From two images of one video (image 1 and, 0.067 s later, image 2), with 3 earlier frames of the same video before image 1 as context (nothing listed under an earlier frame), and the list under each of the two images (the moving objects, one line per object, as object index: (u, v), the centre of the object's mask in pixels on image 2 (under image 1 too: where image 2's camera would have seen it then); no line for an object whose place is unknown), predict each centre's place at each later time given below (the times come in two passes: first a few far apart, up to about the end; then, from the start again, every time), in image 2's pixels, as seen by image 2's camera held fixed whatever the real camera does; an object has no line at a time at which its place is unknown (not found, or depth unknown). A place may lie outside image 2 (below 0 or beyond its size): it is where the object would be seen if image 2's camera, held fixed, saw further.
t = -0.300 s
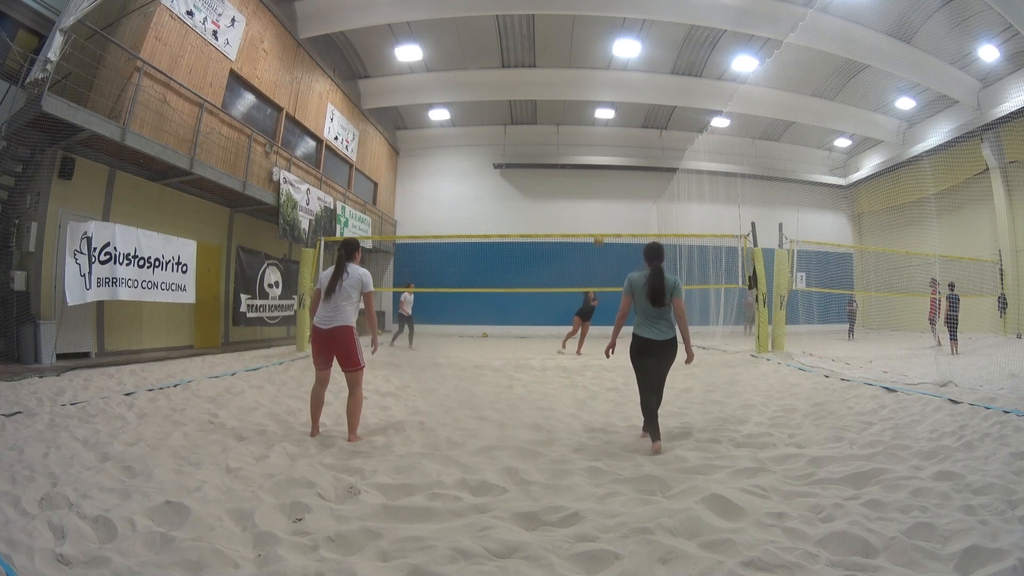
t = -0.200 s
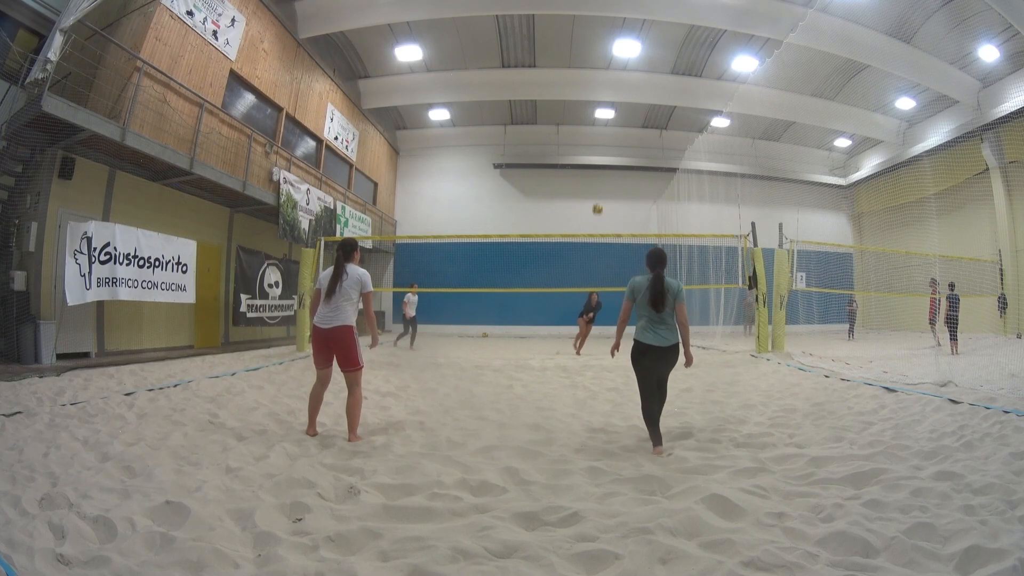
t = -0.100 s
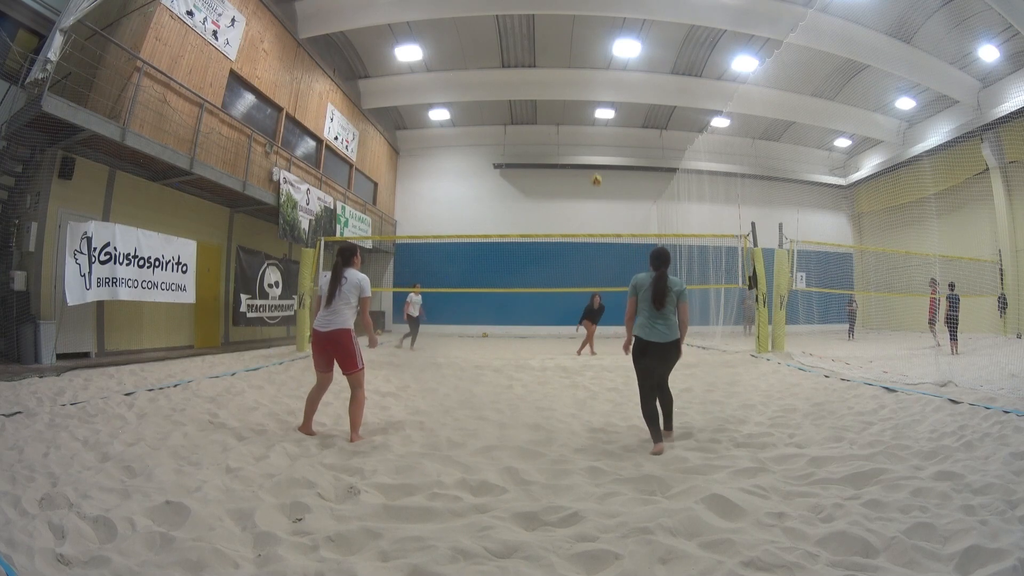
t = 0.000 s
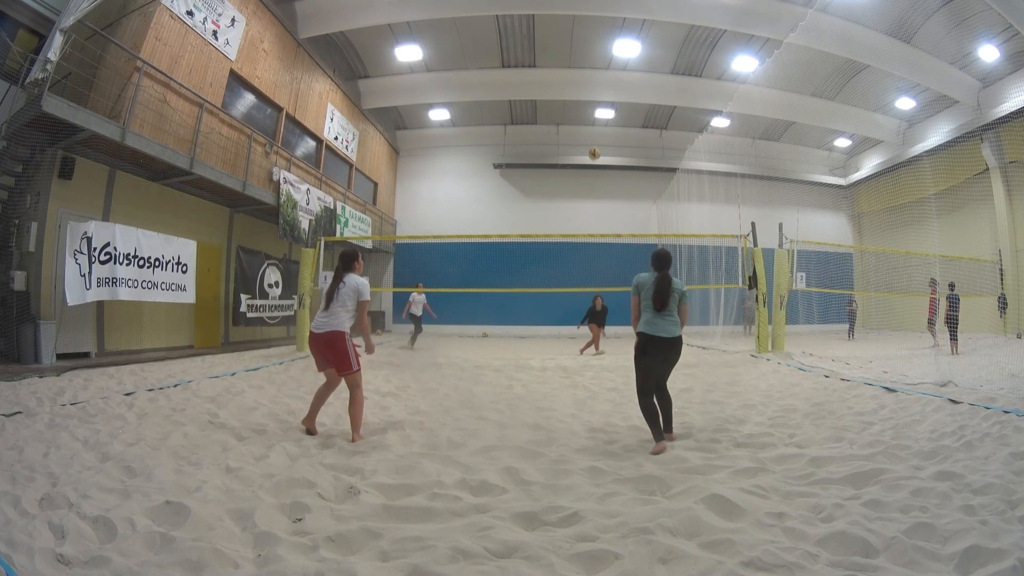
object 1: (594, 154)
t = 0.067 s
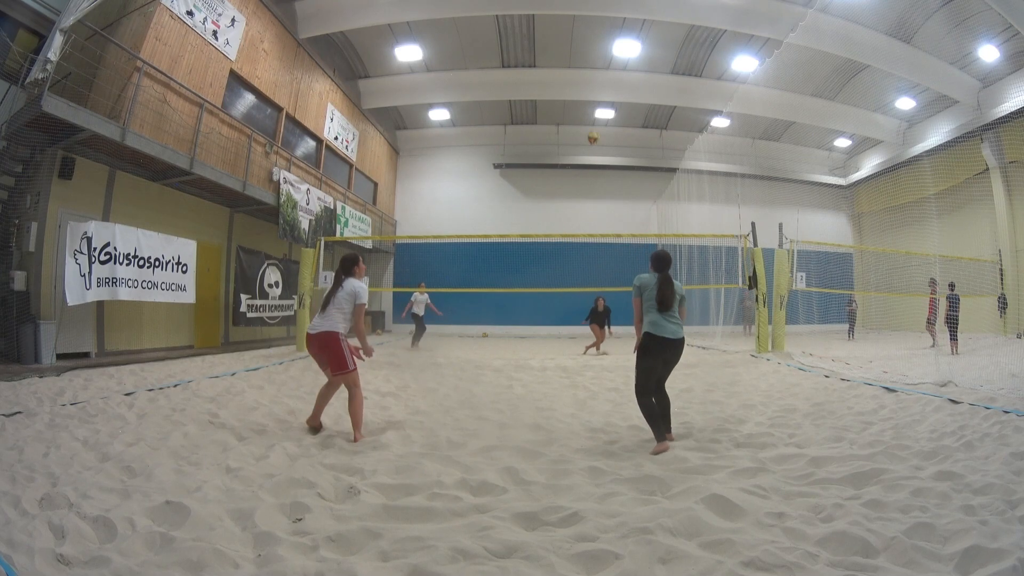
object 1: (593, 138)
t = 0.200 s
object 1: (591, 110)
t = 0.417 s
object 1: (590, 83)
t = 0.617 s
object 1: (589, 82)
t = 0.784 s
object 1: (589, 113)
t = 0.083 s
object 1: (593, 134)
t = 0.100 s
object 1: (593, 130)
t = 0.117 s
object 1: (593, 127)
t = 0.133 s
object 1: (592, 124)
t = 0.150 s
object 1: (591, 121)
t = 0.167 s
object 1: (591, 117)
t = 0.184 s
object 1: (591, 113)
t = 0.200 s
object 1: (591, 110)
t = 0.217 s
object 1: (591, 107)
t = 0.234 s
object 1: (591, 103)
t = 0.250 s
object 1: (591, 101)
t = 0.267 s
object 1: (591, 99)
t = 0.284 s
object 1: (590, 97)
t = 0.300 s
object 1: (590, 95)
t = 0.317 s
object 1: (590, 92)
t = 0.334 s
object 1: (590, 90)
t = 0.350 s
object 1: (590, 89)
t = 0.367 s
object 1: (590, 87)
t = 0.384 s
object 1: (590, 86)
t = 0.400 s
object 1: (590, 84)
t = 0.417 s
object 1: (590, 83)
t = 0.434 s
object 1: (590, 81)
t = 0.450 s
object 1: (590, 80)
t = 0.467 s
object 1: (590, 80)
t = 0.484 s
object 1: (590, 79)
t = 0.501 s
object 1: (590, 79)
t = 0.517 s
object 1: (590, 78)
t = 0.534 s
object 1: (590, 78)
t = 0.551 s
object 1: (590, 79)
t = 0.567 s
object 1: (590, 79)
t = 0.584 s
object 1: (589, 80)
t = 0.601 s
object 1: (590, 81)
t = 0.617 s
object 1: (589, 82)
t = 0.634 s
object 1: (589, 84)
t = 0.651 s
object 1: (589, 84)
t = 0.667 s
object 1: (589, 87)
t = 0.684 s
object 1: (590, 90)
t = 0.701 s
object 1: (590, 93)
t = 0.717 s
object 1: (590, 98)
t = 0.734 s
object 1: (589, 103)
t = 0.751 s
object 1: (588, 109)
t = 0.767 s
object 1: (587, 106)
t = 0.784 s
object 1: (589, 113)
